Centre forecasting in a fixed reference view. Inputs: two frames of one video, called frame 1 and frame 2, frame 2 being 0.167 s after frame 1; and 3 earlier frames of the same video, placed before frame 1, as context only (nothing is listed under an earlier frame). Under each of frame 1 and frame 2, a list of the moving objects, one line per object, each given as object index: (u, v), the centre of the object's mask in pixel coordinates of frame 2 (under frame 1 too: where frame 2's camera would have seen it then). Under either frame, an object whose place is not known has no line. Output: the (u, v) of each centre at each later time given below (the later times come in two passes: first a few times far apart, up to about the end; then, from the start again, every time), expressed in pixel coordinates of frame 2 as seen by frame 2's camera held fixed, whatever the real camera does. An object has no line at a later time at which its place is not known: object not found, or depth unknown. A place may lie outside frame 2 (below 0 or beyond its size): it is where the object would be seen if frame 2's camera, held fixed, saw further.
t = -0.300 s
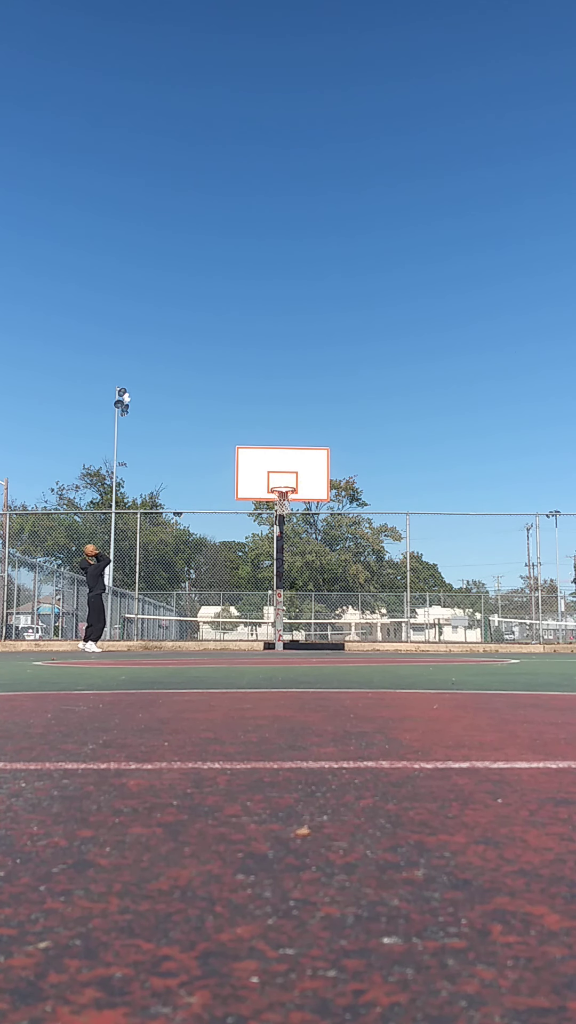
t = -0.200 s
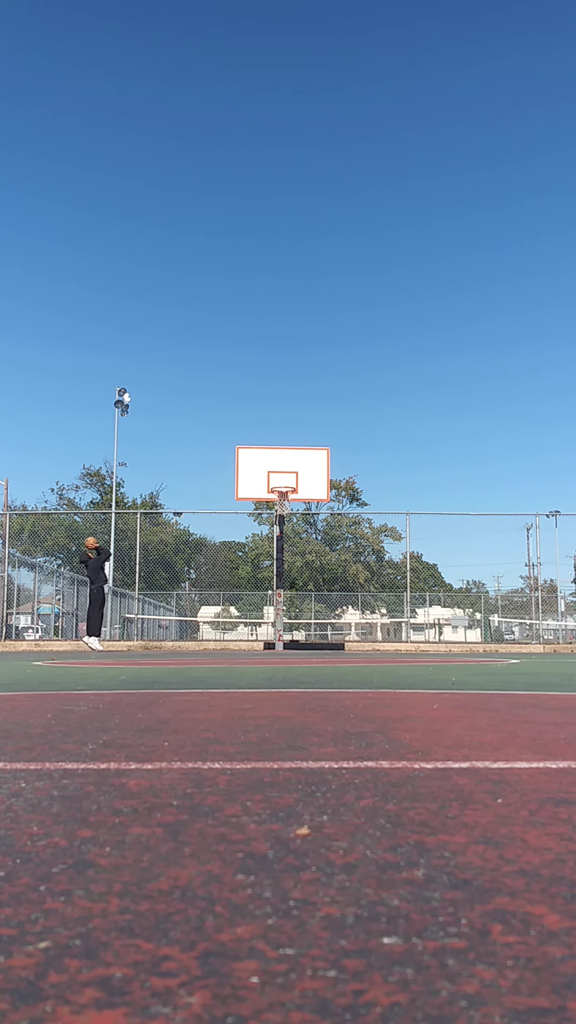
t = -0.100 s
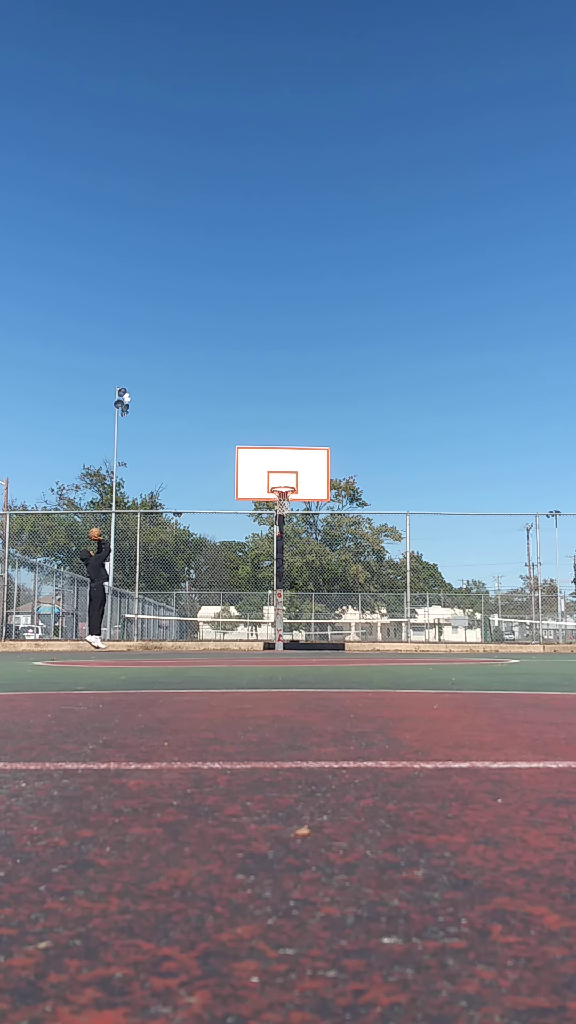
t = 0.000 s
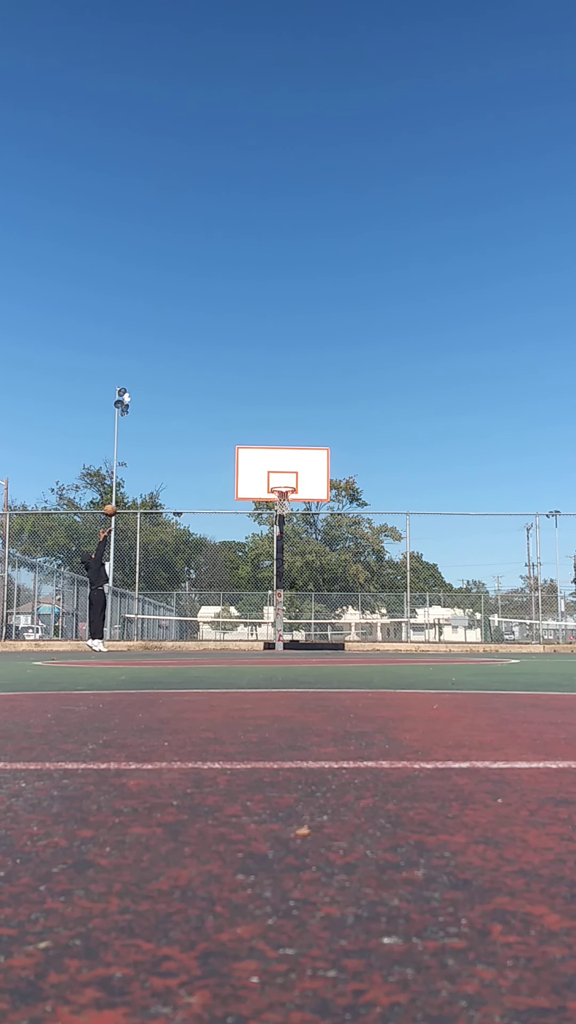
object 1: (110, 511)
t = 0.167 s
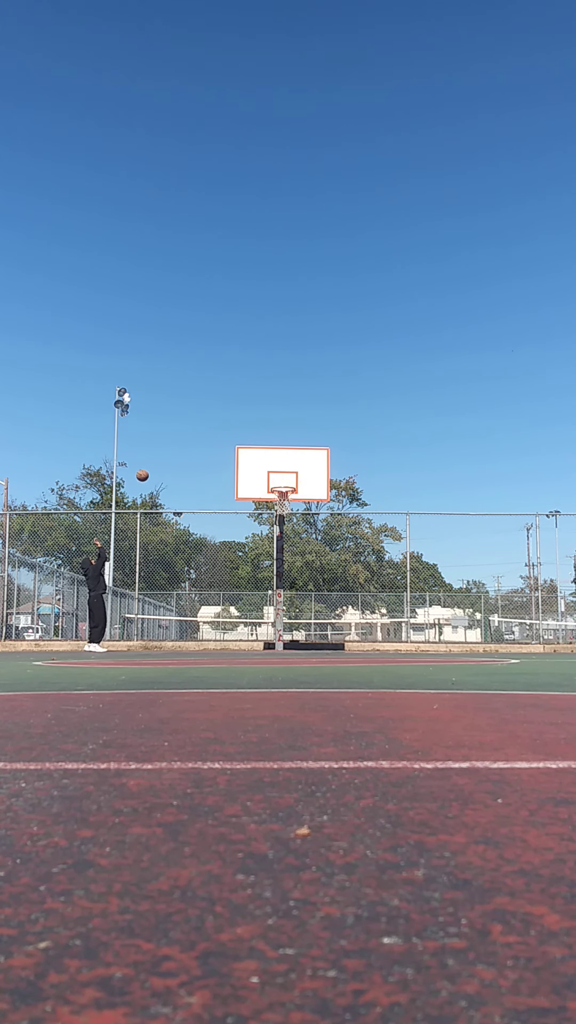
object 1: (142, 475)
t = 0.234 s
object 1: (155, 465)
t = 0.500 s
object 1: (204, 446)
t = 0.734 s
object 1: (246, 458)
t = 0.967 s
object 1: (287, 496)
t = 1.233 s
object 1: (303, 522)
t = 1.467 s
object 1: (314, 570)
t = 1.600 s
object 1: (321, 611)
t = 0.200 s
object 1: (148, 470)
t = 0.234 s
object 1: (155, 465)
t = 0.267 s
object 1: (161, 461)
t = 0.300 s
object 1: (167, 457)
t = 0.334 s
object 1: (173, 454)
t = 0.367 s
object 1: (179, 451)
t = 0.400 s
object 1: (186, 449)
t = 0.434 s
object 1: (192, 448)
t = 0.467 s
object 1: (198, 447)
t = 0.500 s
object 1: (204, 446)
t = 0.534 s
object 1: (210, 446)
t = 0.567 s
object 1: (216, 447)
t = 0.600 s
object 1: (222, 448)
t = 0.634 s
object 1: (228, 450)
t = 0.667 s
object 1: (233, 452)
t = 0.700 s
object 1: (240, 454)
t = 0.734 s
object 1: (246, 458)
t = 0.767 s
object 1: (252, 462)
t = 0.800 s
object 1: (258, 466)
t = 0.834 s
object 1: (264, 471)
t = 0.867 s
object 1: (270, 476)
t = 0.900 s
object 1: (275, 482)
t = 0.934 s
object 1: (282, 486)
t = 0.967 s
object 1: (287, 496)
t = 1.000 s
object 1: (292, 501)
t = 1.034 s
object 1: (293, 503)
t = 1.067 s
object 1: (296, 506)
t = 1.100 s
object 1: (297, 508)
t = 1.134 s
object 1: (299, 511)
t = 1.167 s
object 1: (300, 514)
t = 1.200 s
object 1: (302, 518)
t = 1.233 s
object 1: (303, 522)
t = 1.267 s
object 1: (305, 528)
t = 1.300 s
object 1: (306, 534)
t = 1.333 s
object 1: (308, 540)
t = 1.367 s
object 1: (309, 547)
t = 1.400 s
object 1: (311, 554)
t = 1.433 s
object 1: (313, 562)
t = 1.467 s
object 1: (314, 570)
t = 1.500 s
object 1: (316, 579)
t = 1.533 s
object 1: (318, 589)
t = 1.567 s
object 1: (320, 600)
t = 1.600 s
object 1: (321, 611)
